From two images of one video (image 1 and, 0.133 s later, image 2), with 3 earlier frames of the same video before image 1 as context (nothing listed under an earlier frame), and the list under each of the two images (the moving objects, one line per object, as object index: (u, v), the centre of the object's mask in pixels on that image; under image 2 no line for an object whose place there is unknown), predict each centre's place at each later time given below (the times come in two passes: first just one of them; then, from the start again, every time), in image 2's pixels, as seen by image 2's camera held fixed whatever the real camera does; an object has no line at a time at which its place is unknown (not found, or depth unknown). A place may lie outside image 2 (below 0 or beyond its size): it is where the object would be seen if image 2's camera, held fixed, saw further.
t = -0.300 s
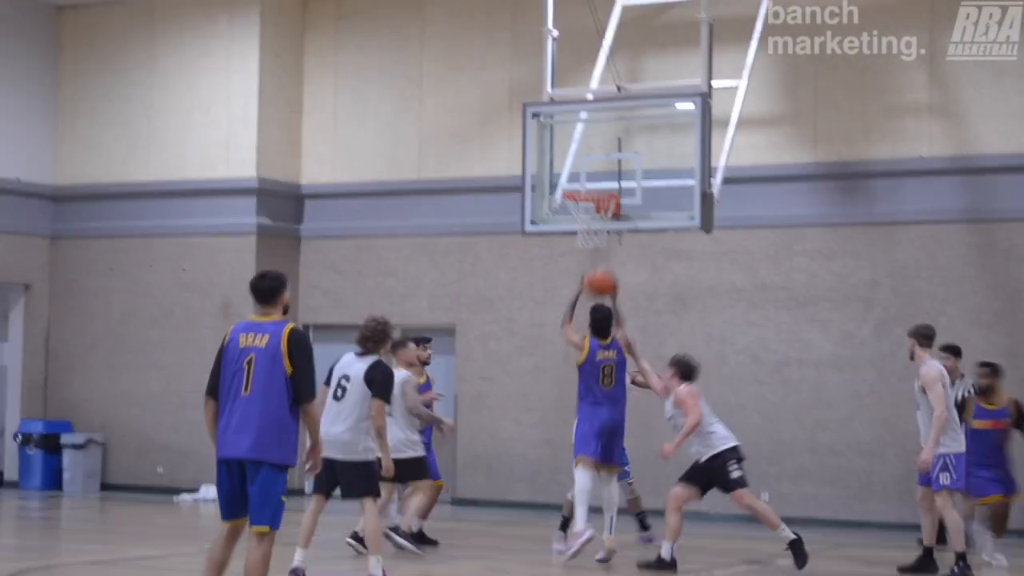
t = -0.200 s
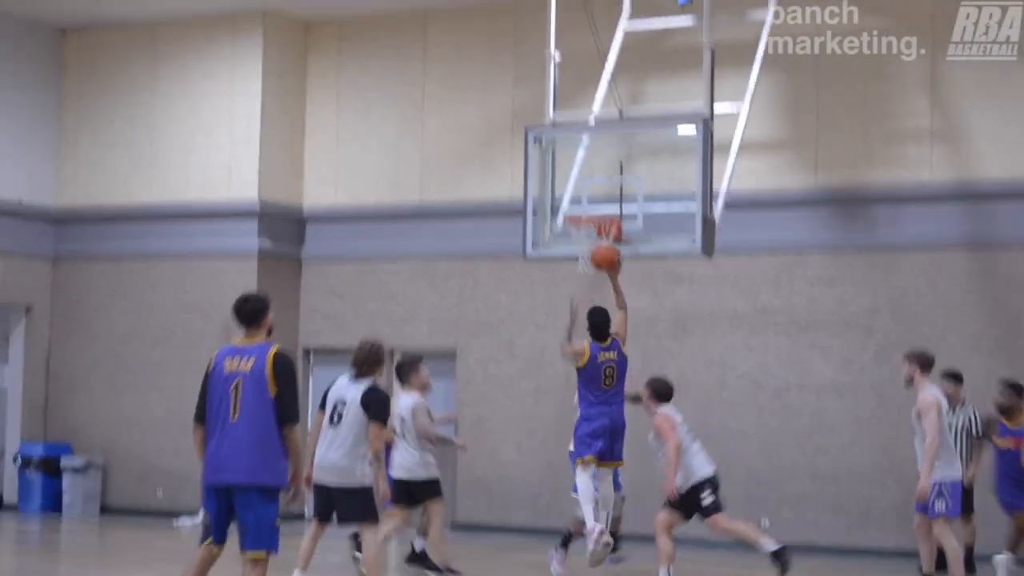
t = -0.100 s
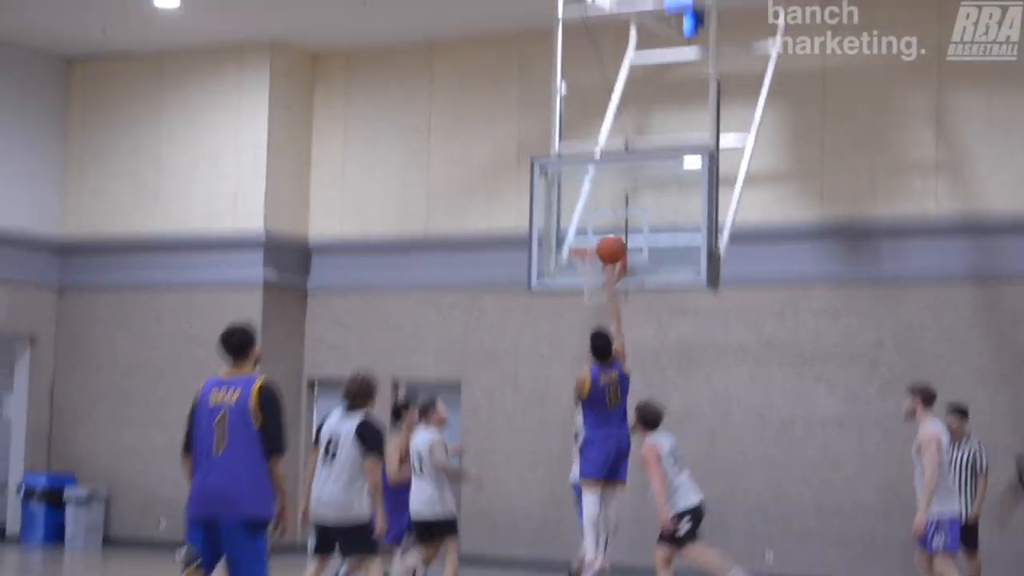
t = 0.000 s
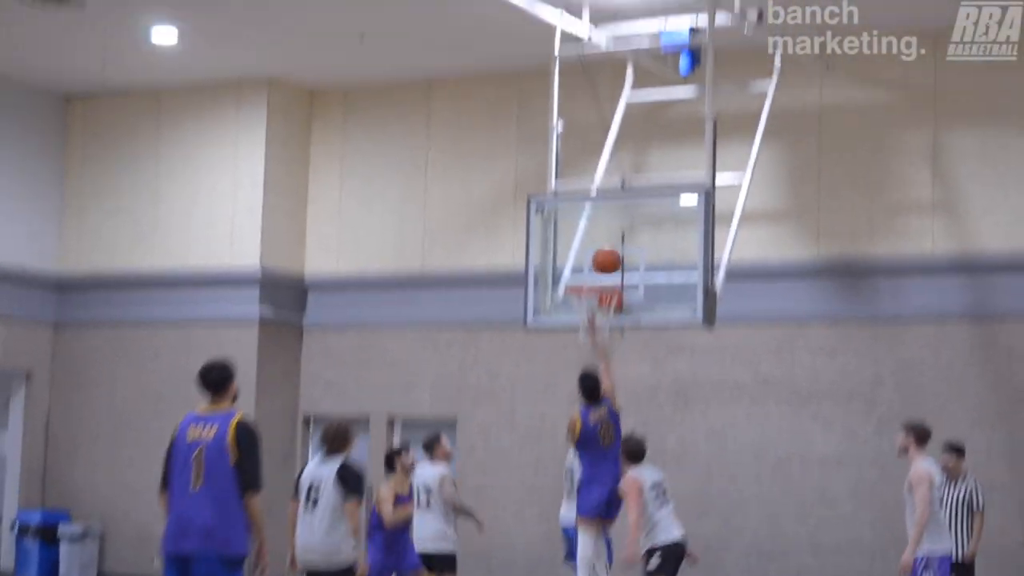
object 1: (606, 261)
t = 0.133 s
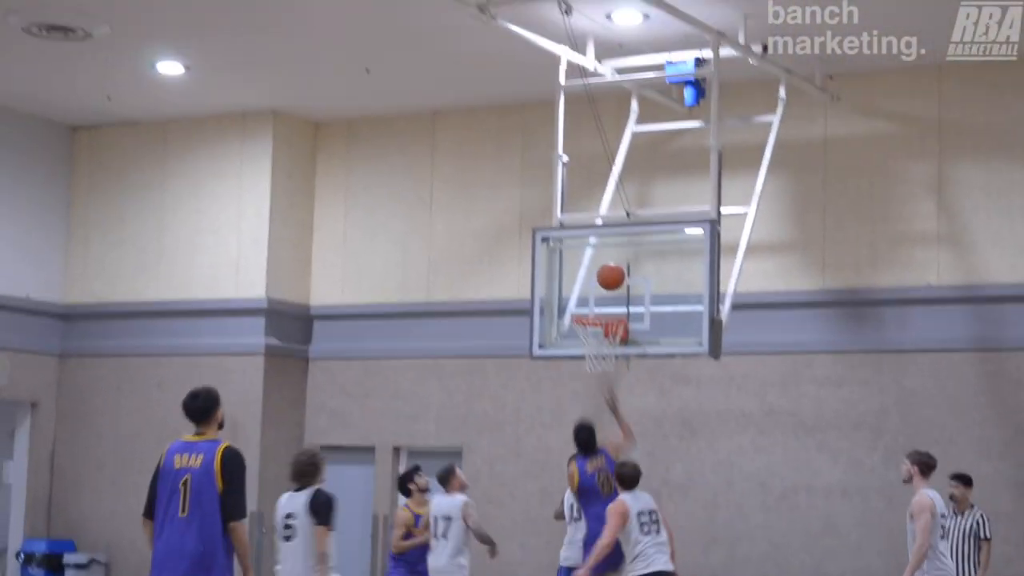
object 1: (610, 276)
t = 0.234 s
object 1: (609, 279)
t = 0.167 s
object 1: (610, 276)
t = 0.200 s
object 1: (610, 277)
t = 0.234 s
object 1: (609, 279)
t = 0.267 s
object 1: (609, 282)
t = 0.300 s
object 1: (609, 287)
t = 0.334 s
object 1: (608, 293)
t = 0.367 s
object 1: (607, 299)
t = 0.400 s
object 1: (607, 305)
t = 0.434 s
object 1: (607, 311)
